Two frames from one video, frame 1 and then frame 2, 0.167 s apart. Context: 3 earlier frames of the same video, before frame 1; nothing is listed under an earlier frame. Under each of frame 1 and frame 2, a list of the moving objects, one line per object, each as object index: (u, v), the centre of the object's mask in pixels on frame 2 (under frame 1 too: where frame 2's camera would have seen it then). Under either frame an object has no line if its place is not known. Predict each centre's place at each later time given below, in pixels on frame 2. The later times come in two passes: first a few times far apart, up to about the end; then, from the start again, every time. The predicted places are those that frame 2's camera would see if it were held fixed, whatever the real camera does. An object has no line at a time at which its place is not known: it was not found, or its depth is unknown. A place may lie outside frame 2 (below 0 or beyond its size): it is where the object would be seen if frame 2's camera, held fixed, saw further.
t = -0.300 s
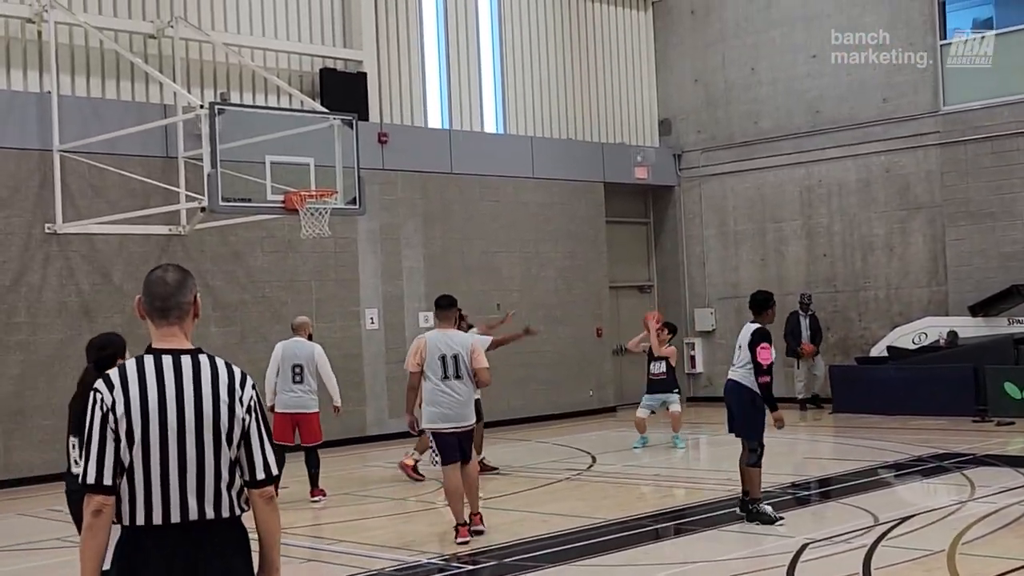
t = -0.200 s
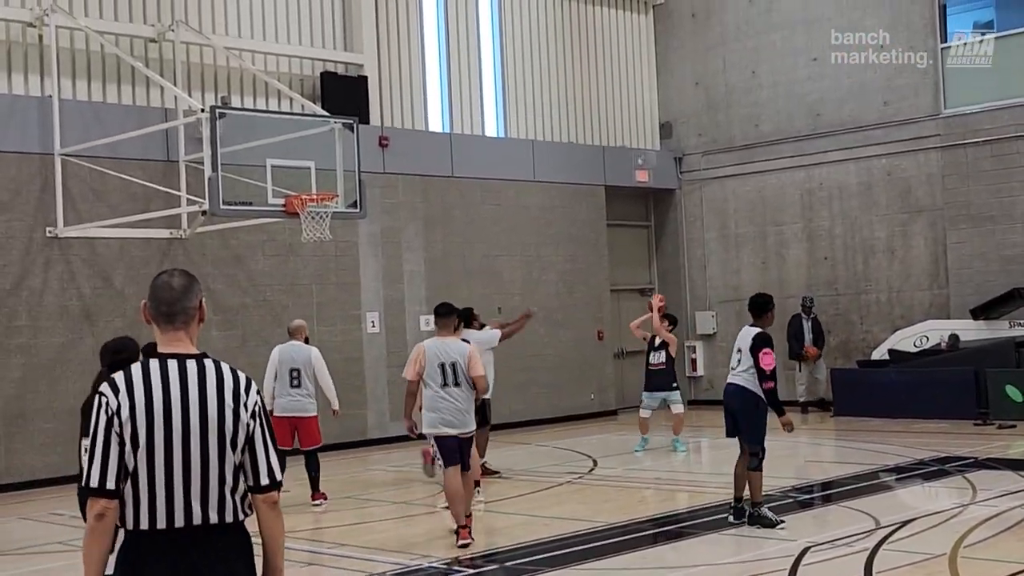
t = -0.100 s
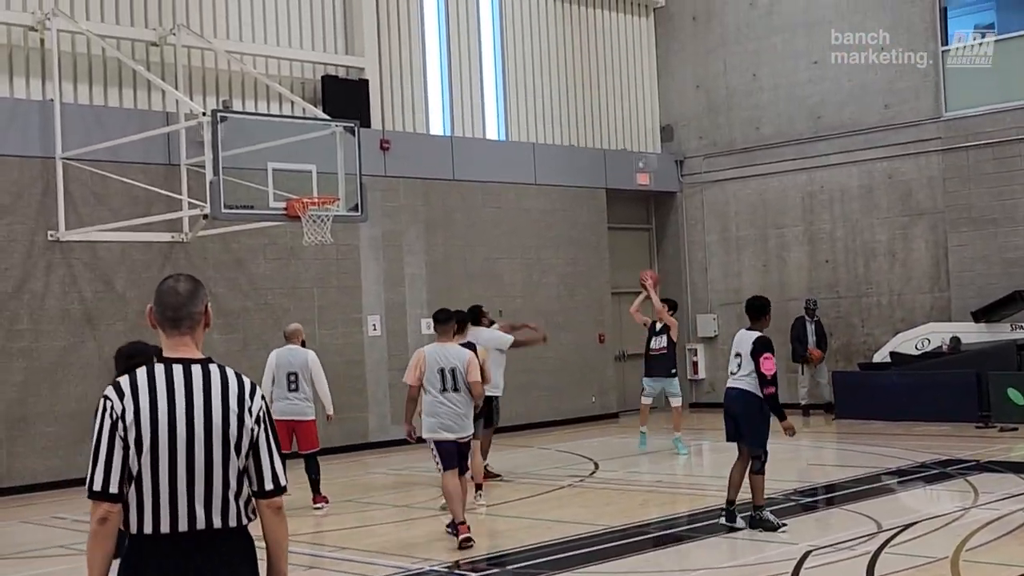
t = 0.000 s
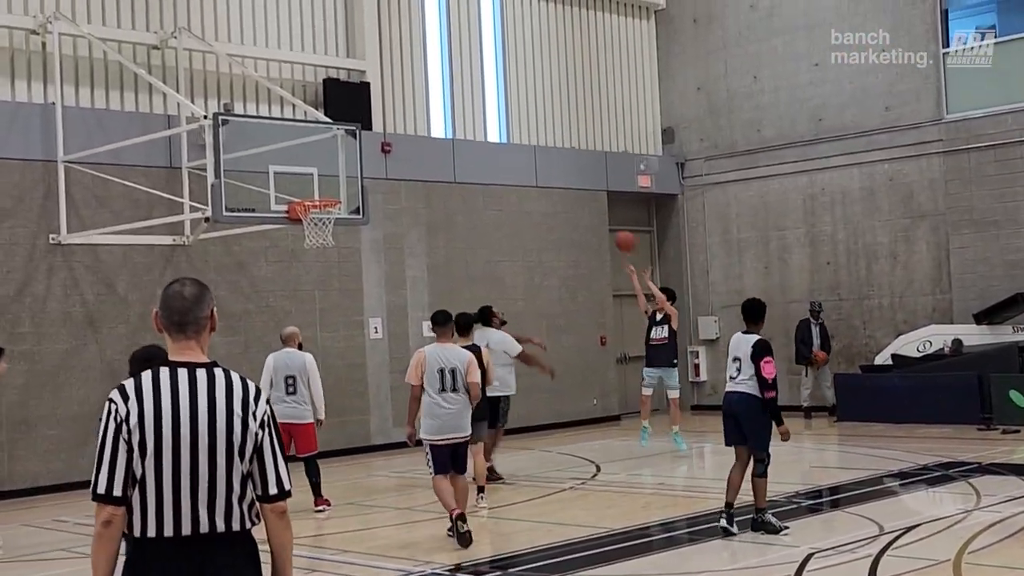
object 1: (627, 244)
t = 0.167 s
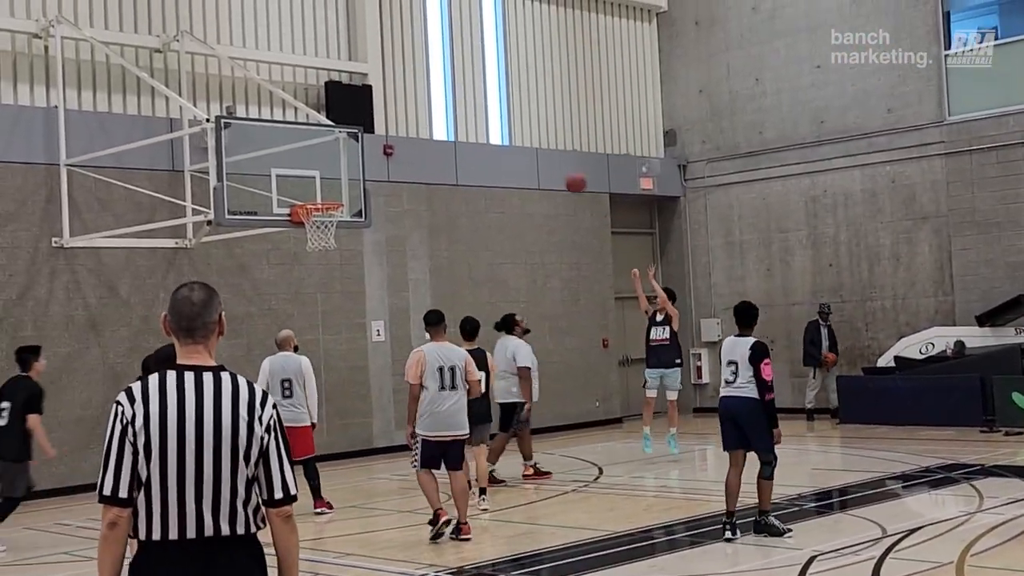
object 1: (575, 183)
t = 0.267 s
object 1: (544, 157)
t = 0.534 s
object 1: (459, 126)
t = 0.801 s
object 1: (373, 156)
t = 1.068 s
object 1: (298, 237)
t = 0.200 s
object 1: (565, 174)
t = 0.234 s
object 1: (554, 165)
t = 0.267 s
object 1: (544, 157)
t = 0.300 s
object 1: (534, 150)
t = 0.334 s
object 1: (523, 144)
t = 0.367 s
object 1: (513, 138)
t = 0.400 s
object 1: (502, 134)
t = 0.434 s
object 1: (490, 130)
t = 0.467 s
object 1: (480, 128)
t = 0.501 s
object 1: (470, 126)
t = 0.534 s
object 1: (459, 126)
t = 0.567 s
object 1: (449, 126)
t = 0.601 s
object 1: (437, 127)
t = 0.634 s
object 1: (426, 130)
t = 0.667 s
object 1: (416, 133)
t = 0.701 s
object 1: (405, 137)
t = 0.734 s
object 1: (393, 143)
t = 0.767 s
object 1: (383, 148)
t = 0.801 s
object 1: (373, 156)
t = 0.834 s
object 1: (362, 165)
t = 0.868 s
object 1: (351, 175)
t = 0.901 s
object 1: (340, 185)
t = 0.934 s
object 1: (330, 194)
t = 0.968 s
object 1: (319, 212)
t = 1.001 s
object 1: (308, 225)
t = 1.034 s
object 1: (301, 231)
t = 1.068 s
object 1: (298, 237)
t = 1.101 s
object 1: (294, 245)
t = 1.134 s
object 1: (290, 253)
